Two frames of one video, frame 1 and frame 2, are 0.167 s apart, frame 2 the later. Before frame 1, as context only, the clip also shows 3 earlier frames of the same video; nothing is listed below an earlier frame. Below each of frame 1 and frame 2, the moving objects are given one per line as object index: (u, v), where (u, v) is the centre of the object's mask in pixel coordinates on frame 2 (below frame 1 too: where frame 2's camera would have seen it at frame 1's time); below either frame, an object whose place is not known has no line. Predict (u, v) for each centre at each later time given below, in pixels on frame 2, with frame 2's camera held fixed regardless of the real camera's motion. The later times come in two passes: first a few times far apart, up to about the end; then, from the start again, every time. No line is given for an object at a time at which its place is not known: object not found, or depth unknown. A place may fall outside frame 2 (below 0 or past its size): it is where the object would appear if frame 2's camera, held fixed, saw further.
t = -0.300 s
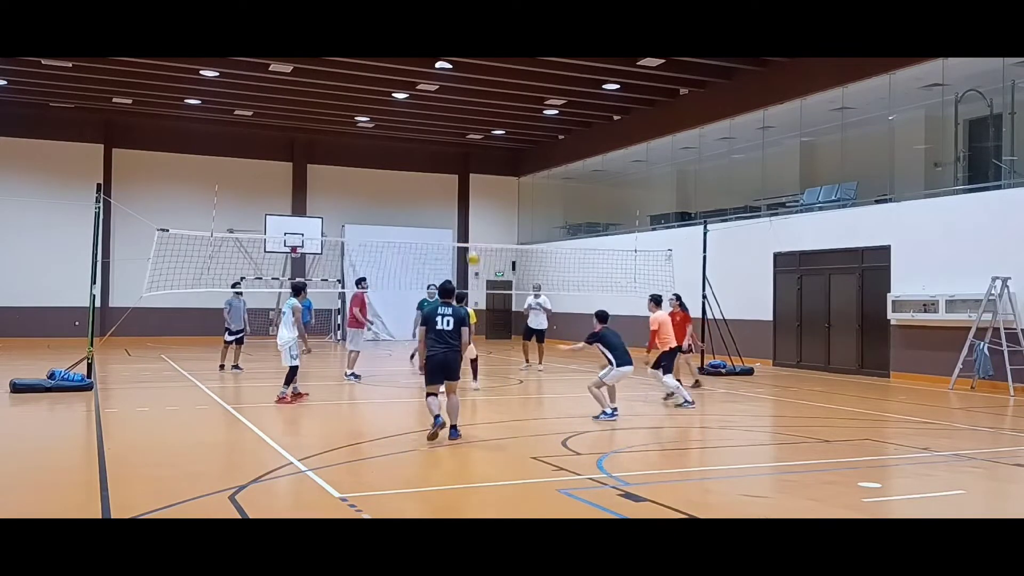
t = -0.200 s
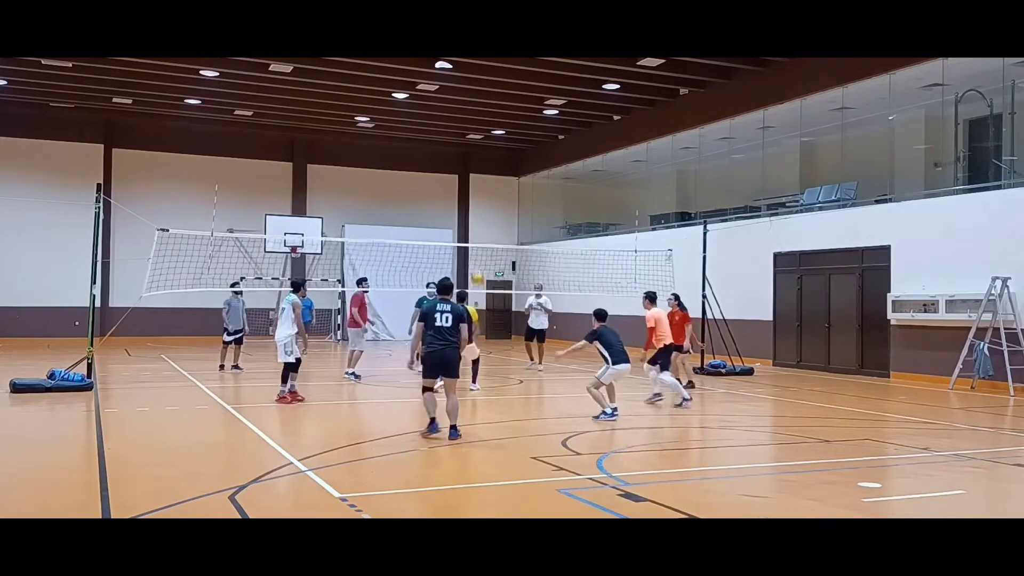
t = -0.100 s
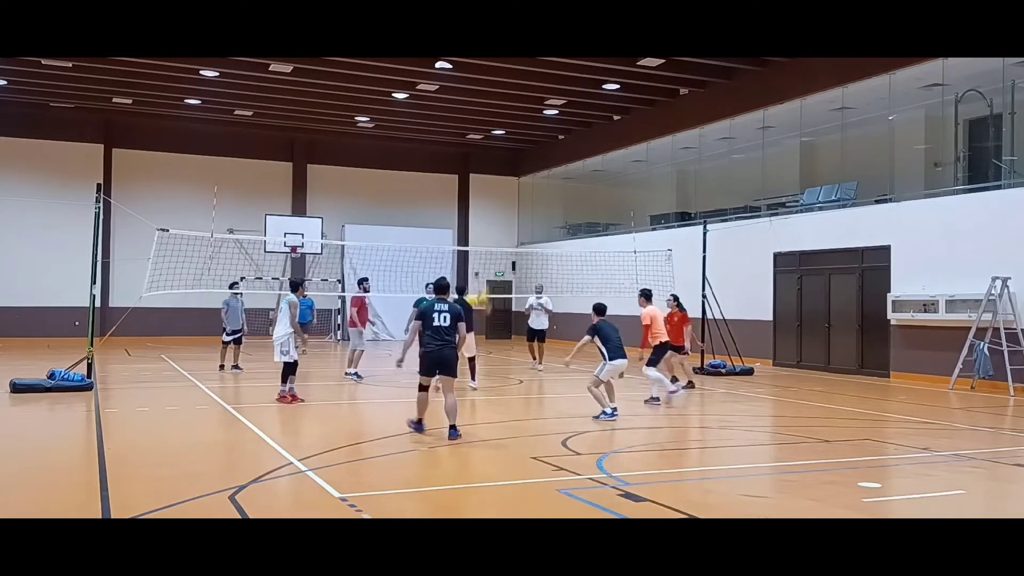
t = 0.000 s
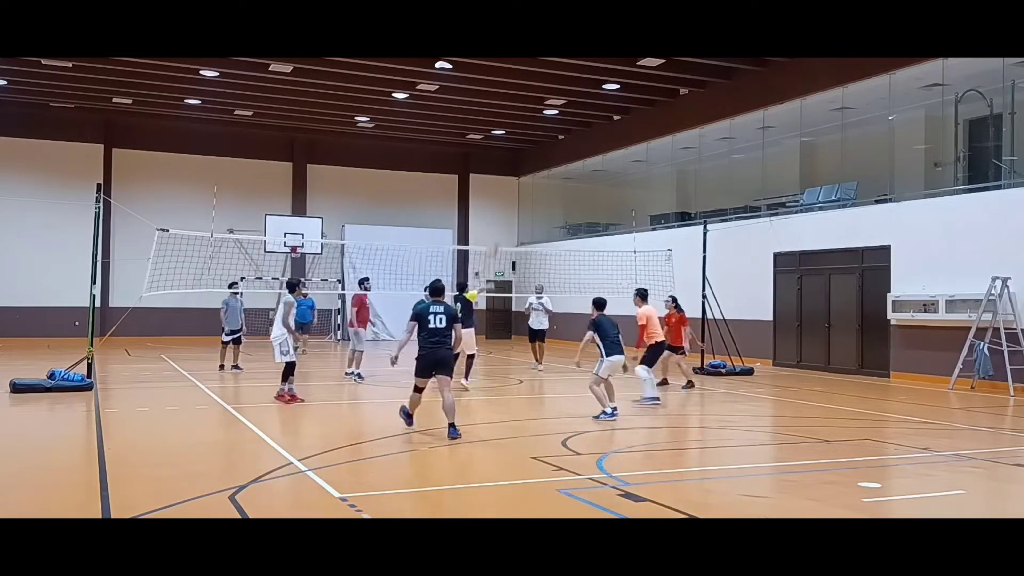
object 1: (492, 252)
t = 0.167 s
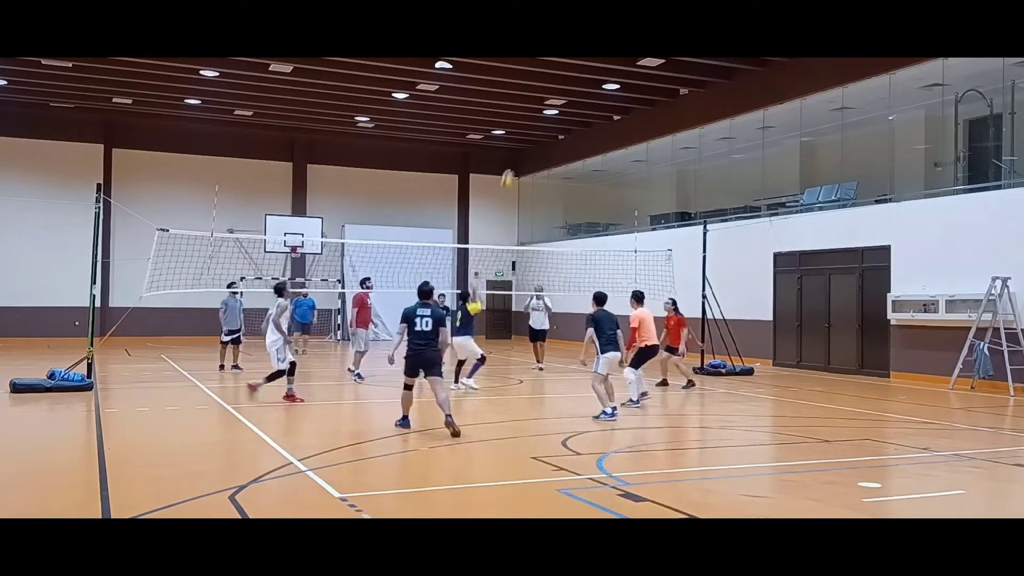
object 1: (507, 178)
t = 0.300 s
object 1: (519, 141)
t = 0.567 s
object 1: (541, 96)
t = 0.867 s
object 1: (564, 97)
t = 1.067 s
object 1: (578, 127)
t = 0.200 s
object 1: (511, 168)
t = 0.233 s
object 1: (513, 159)
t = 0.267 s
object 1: (516, 150)
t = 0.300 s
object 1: (519, 141)
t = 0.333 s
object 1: (522, 133)
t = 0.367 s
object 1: (525, 126)
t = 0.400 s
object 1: (528, 119)
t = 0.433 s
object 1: (530, 113)
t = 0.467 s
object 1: (533, 108)
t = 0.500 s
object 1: (536, 103)
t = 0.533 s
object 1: (539, 99)
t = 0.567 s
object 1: (541, 96)
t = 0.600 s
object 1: (544, 94)
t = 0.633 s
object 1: (547, 92)
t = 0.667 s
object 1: (549, 90)
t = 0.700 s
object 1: (551, 90)
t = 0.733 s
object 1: (554, 90)
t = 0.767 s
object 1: (556, 91)
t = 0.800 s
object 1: (559, 92)
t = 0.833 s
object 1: (561, 94)
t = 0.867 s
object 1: (564, 97)
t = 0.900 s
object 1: (567, 100)
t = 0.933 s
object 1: (569, 104)
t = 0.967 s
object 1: (571, 109)
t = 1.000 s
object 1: (574, 114)
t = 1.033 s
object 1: (576, 120)
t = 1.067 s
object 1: (578, 127)
